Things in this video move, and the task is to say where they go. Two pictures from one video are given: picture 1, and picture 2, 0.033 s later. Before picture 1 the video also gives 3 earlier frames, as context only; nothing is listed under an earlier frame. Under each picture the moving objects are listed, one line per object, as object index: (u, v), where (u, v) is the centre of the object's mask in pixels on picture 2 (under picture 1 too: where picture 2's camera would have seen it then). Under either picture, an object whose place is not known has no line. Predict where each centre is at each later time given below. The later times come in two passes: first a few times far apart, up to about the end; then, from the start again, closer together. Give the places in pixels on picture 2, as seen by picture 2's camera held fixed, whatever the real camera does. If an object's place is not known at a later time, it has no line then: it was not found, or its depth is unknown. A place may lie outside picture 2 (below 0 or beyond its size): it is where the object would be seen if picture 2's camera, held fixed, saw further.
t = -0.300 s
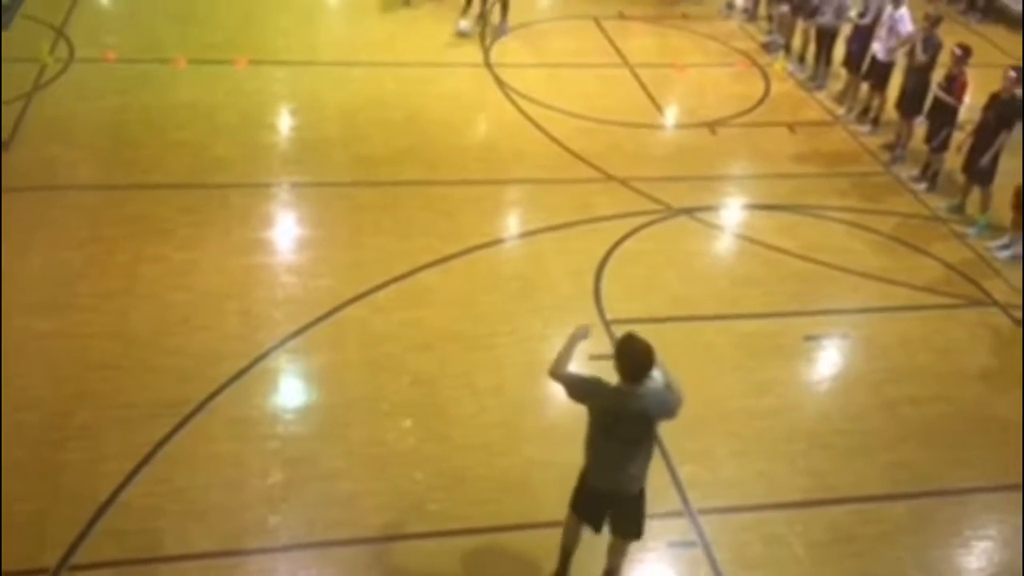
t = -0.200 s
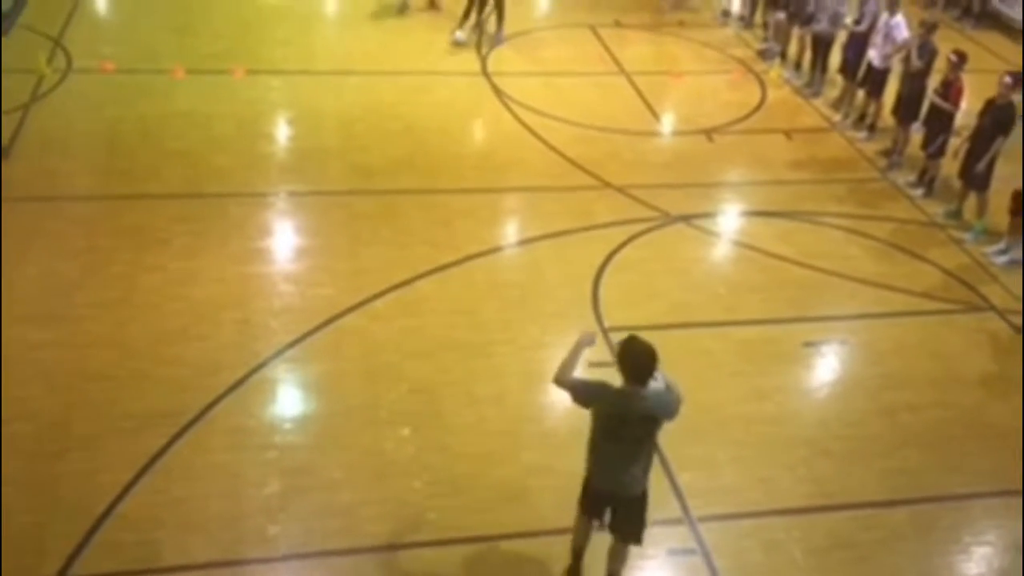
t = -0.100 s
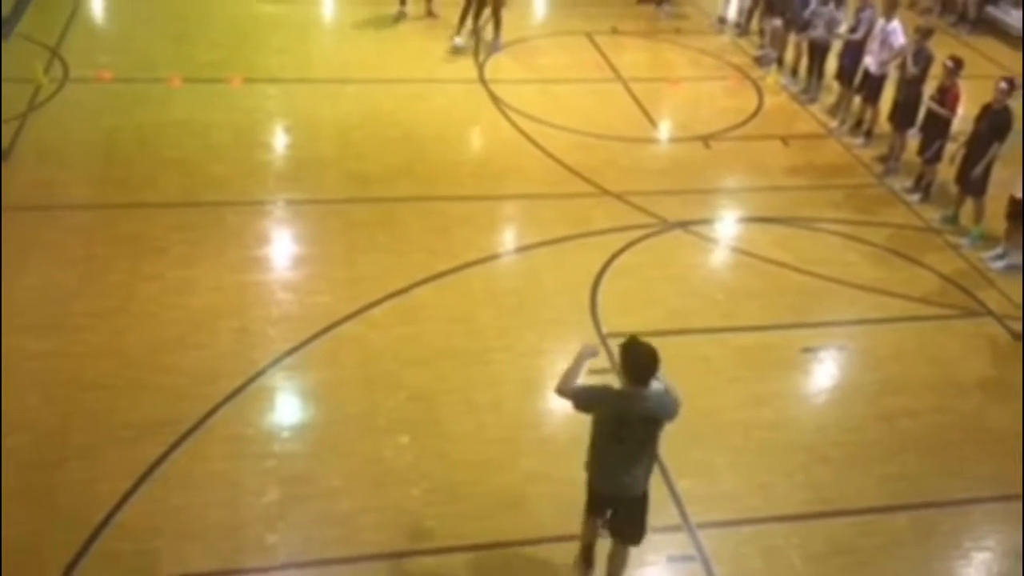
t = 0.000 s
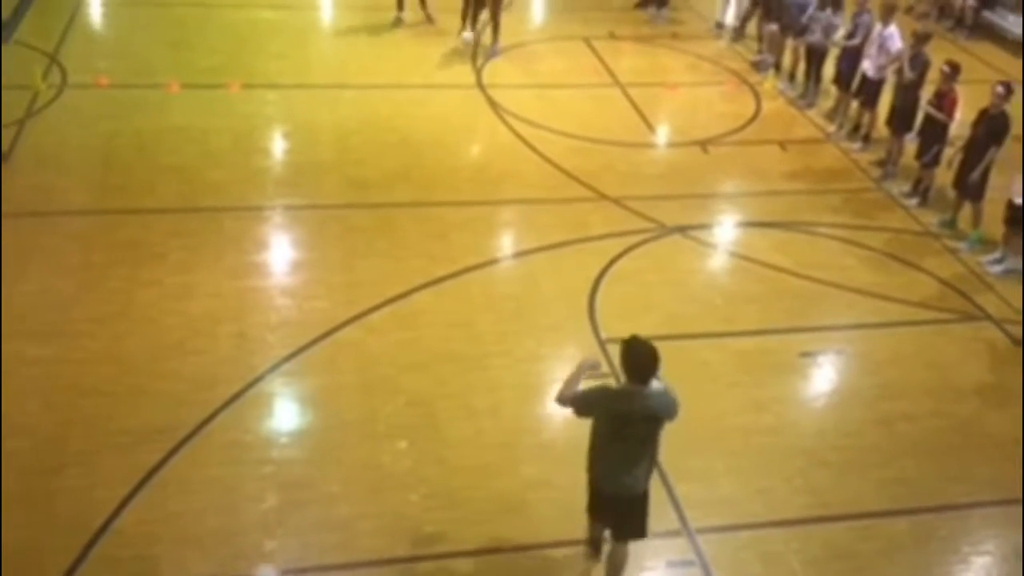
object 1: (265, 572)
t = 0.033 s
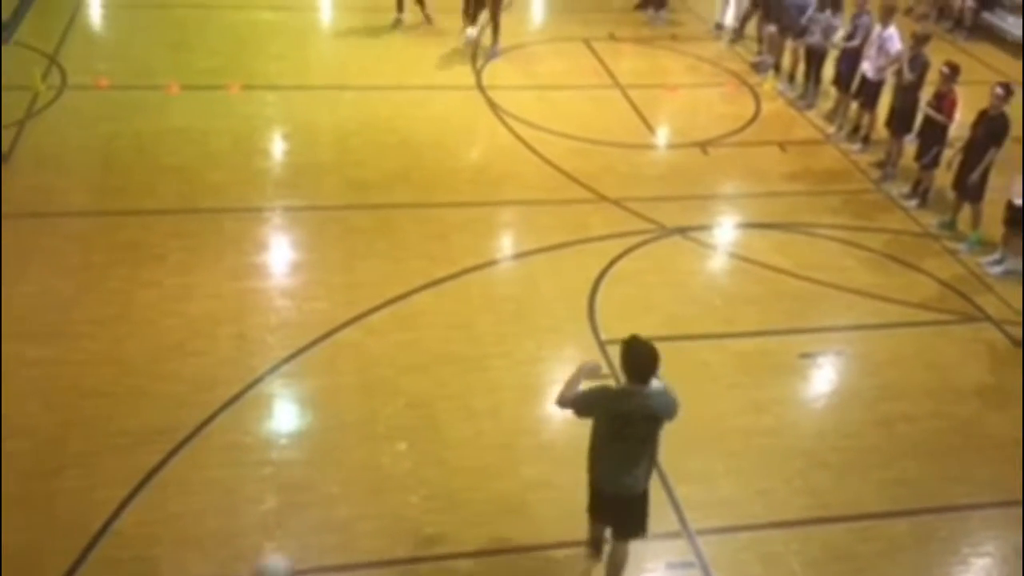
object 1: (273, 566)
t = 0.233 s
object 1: (321, 480)
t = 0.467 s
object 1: (365, 400)
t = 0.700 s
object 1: (397, 333)
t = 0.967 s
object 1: (425, 273)
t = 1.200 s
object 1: (445, 229)
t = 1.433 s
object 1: (460, 195)
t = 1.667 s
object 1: (474, 165)
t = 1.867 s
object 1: (483, 141)
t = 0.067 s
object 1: (278, 562)
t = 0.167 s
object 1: (306, 513)
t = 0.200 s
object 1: (313, 498)
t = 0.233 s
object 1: (321, 480)
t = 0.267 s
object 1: (329, 463)
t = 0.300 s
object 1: (334, 452)
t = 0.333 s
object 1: (341, 444)
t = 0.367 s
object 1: (347, 434)
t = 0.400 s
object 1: (353, 426)
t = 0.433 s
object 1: (359, 412)
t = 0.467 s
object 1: (365, 400)
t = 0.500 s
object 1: (370, 387)
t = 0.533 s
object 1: (374, 378)
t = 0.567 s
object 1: (379, 370)
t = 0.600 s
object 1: (384, 361)
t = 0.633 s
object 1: (388, 352)
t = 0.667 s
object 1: (393, 342)
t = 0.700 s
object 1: (397, 333)
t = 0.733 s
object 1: (401, 325)
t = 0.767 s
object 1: (405, 316)
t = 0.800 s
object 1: (409, 308)
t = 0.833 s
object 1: (412, 299)
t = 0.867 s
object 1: (416, 291)
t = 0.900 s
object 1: (420, 284)
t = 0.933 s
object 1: (423, 278)
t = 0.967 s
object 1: (425, 273)
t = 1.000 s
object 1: (428, 266)
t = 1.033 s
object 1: (431, 259)
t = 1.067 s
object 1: (434, 254)
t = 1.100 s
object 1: (437, 247)
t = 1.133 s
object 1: (440, 241)
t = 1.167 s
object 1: (442, 235)
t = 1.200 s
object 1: (445, 229)
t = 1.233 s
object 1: (447, 225)
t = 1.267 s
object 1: (449, 220)
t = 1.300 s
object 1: (452, 213)
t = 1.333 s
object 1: (454, 209)
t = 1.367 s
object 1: (457, 203)
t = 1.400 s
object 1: (458, 199)
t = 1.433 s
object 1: (460, 195)
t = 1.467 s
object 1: (463, 189)
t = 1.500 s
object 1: (465, 185)
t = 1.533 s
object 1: (467, 180)
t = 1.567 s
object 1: (469, 176)
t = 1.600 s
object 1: (470, 172)
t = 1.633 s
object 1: (472, 168)
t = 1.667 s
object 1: (474, 165)
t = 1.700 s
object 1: (476, 160)
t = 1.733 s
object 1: (478, 155)
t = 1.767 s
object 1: (479, 152)
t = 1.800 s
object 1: (480, 149)
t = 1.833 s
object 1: (483, 144)
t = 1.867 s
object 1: (483, 141)
